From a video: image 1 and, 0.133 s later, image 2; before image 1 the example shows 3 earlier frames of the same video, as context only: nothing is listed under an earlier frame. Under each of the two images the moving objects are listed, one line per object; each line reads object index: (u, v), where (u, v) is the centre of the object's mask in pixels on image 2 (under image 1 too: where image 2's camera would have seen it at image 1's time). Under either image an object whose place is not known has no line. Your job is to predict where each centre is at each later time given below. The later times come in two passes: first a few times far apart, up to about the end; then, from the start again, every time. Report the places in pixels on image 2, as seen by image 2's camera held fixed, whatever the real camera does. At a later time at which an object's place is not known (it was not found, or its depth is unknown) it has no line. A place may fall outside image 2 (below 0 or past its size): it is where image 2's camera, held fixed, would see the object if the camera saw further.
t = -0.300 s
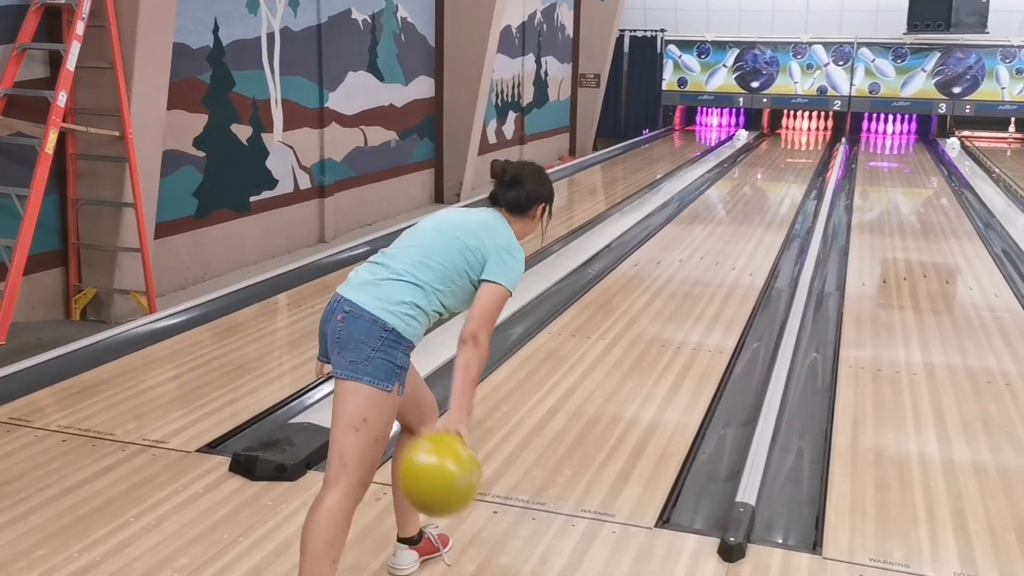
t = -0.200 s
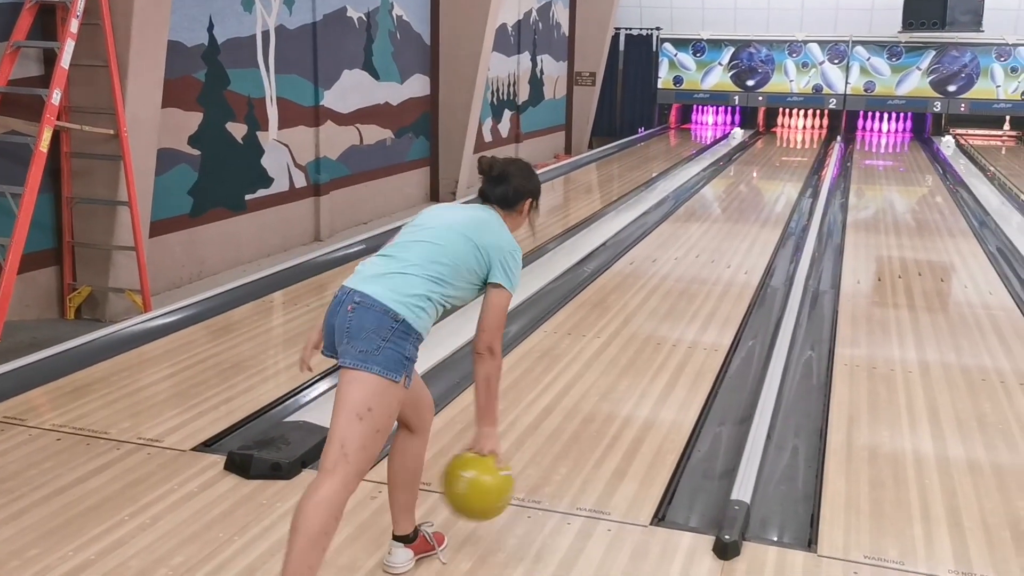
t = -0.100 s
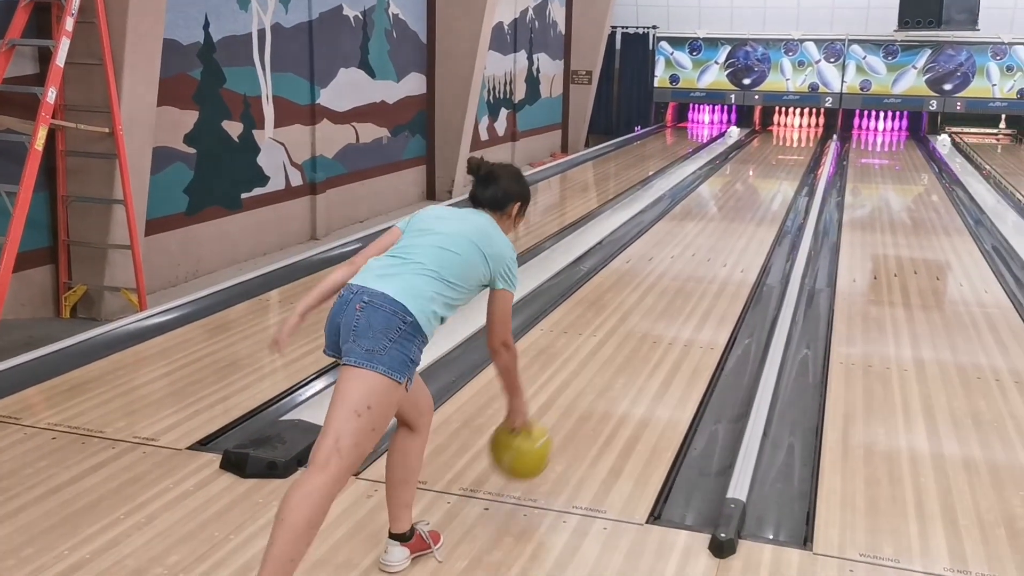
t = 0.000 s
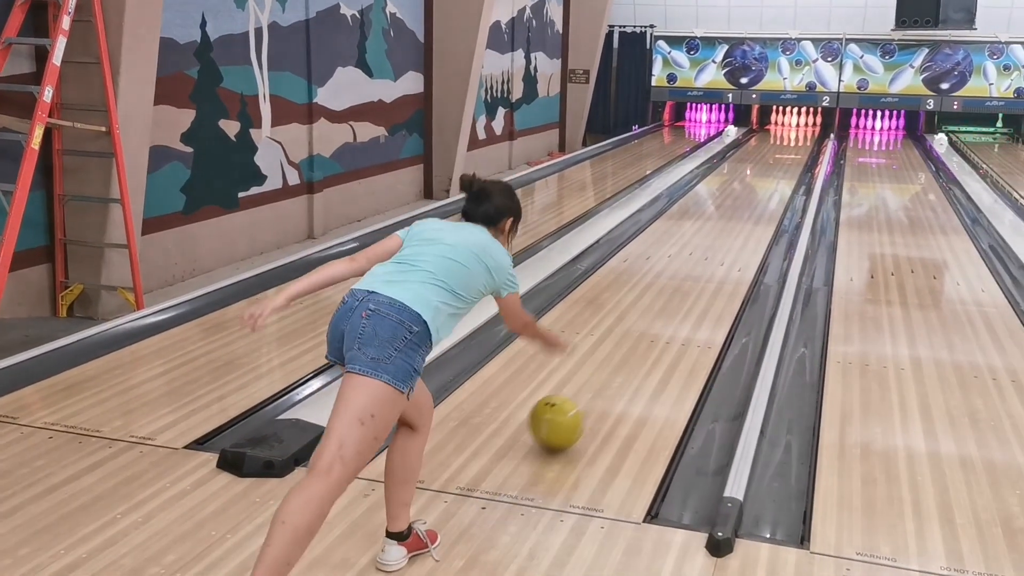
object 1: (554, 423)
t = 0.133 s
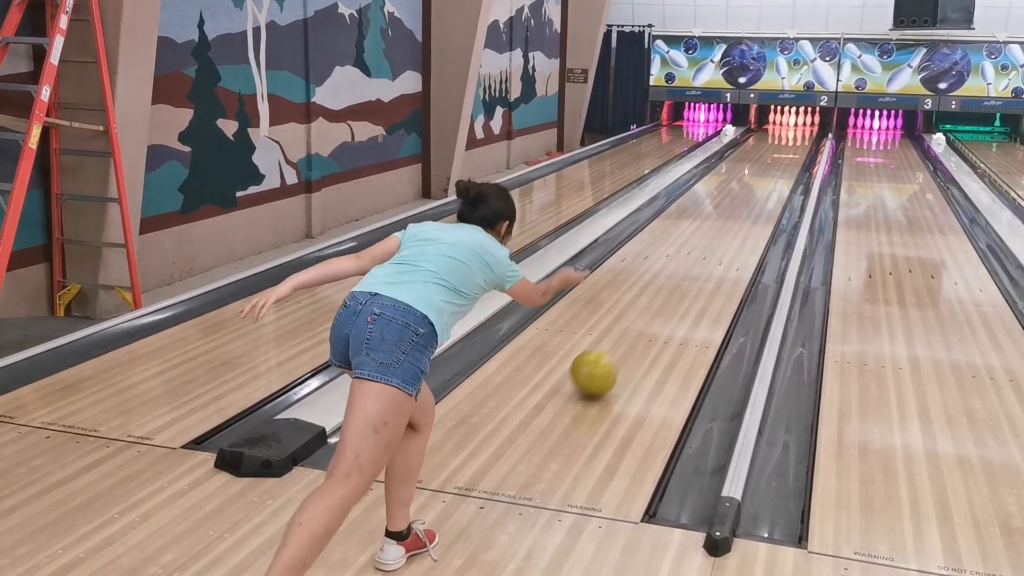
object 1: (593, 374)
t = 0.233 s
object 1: (616, 345)
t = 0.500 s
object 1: (661, 288)
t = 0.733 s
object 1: (688, 254)
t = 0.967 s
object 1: (707, 229)
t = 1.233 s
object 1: (724, 207)
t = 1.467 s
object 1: (735, 192)
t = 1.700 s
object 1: (744, 180)
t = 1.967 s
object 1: (752, 168)
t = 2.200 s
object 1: (759, 160)
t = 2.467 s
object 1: (765, 153)
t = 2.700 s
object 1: (769, 147)
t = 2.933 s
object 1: (773, 142)
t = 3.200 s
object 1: (776, 136)
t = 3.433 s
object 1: (778, 132)
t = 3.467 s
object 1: (778, 132)
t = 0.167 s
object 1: (601, 364)
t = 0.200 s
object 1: (609, 354)
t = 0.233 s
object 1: (616, 345)
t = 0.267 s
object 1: (623, 336)
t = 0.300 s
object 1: (630, 328)
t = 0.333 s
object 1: (636, 320)
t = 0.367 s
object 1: (642, 313)
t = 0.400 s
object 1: (647, 306)
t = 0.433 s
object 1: (652, 300)
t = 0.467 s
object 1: (657, 294)
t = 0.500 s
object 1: (661, 288)
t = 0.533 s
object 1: (666, 282)
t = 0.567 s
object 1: (670, 277)
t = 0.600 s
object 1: (674, 272)
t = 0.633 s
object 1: (678, 267)
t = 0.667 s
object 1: (681, 263)
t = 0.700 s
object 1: (685, 258)
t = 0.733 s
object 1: (688, 254)
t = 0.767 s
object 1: (691, 250)
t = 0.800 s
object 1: (694, 246)
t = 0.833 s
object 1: (697, 243)
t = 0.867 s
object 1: (700, 239)
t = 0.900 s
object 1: (702, 235)
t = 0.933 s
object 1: (705, 232)
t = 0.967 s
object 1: (707, 229)
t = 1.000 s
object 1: (709, 226)
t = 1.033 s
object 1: (711, 223)
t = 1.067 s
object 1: (714, 220)
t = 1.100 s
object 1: (716, 217)
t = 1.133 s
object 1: (718, 215)
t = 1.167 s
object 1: (720, 212)
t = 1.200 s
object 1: (722, 210)
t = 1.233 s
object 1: (724, 207)
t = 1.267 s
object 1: (725, 205)
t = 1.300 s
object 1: (727, 202)
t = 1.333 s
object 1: (729, 200)
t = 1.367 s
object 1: (730, 198)
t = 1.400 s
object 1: (732, 196)
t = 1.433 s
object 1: (733, 194)
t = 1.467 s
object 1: (735, 192)
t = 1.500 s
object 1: (736, 190)
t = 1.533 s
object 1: (738, 188)
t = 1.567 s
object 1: (739, 187)
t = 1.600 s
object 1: (740, 185)
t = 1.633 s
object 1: (742, 183)
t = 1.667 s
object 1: (743, 182)
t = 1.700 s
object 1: (744, 180)
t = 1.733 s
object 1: (745, 178)
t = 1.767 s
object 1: (746, 177)
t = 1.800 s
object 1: (747, 175)
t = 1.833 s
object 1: (748, 174)
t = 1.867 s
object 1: (749, 173)
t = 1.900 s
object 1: (750, 171)
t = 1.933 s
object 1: (752, 170)
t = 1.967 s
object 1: (752, 168)
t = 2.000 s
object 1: (753, 167)
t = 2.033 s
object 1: (755, 166)
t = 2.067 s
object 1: (755, 165)
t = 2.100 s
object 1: (756, 164)
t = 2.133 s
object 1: (757, 163)
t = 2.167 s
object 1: (758, 161)
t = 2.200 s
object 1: (759, 160)
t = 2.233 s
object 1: (759, 160)
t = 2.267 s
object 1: (760, 158)
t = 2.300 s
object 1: (761, 157)
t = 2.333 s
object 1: (762, 156)
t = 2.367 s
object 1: (763, 156)
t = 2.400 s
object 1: (763, 155)
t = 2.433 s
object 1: (764, 154)
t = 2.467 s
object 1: (765, 153)
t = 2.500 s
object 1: (765, 152)
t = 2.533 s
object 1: (766, 151)
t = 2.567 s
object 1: (767, 150)
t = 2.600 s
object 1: (767, 149)
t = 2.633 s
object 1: (767, 148)
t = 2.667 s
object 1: (768, 148)
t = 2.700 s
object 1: (769, 147)
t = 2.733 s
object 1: (769, 146)
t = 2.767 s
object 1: (770, 145)
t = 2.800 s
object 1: (770, 145)
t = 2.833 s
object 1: (771, 144)
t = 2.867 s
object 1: (772, 143)
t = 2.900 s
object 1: (772, 142)
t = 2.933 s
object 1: (773, 142)
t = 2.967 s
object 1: (773, 141)
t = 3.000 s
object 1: (773, 140)
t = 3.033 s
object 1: (774, 140)
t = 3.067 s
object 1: (774, 139)
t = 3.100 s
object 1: (775, 138)
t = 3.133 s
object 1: (775, 138)
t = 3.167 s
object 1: (775, 137)
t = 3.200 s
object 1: (776, 136)
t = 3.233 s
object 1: (776, 136)
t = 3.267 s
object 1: (776, 135)
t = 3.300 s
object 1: (777, 135)
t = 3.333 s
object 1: (777, 134)
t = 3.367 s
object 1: (777, 134)
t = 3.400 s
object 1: (777, 133)
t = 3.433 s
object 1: (778, 132)
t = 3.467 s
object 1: (778, 132)
